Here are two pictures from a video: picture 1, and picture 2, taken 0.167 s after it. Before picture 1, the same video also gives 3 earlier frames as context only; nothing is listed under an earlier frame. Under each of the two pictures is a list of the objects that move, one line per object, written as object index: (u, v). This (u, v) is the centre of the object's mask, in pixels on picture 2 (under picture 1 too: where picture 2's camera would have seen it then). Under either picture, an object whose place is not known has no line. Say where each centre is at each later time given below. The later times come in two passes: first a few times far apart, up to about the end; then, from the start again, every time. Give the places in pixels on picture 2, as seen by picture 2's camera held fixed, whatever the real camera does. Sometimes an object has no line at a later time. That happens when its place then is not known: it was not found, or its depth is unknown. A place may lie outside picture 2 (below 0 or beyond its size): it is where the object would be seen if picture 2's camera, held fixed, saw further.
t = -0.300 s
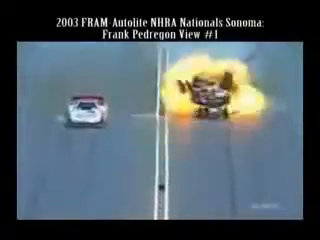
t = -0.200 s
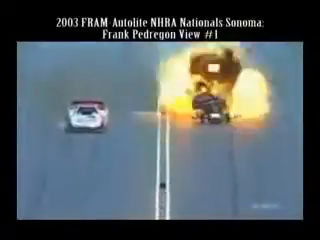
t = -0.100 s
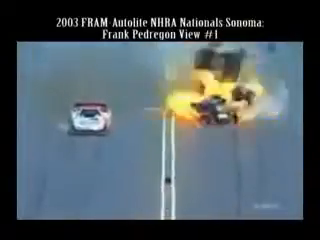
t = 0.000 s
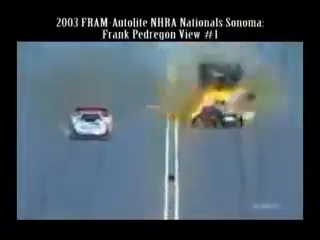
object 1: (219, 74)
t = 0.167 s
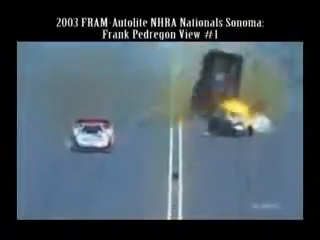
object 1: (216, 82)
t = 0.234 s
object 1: (217, 83)
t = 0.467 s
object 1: (210, 89)
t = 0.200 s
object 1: (216, 81)
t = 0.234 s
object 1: (217, 83)
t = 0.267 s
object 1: (217, 84)
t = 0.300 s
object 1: (216, 87)
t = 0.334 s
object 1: (214, 90)
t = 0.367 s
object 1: (214, 92)
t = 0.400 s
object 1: (212, 91)
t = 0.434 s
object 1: (211, 90)
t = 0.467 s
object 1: (210, 89)
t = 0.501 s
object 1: (210, 90)
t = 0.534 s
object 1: (210, 91)
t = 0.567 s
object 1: (210, 92)
